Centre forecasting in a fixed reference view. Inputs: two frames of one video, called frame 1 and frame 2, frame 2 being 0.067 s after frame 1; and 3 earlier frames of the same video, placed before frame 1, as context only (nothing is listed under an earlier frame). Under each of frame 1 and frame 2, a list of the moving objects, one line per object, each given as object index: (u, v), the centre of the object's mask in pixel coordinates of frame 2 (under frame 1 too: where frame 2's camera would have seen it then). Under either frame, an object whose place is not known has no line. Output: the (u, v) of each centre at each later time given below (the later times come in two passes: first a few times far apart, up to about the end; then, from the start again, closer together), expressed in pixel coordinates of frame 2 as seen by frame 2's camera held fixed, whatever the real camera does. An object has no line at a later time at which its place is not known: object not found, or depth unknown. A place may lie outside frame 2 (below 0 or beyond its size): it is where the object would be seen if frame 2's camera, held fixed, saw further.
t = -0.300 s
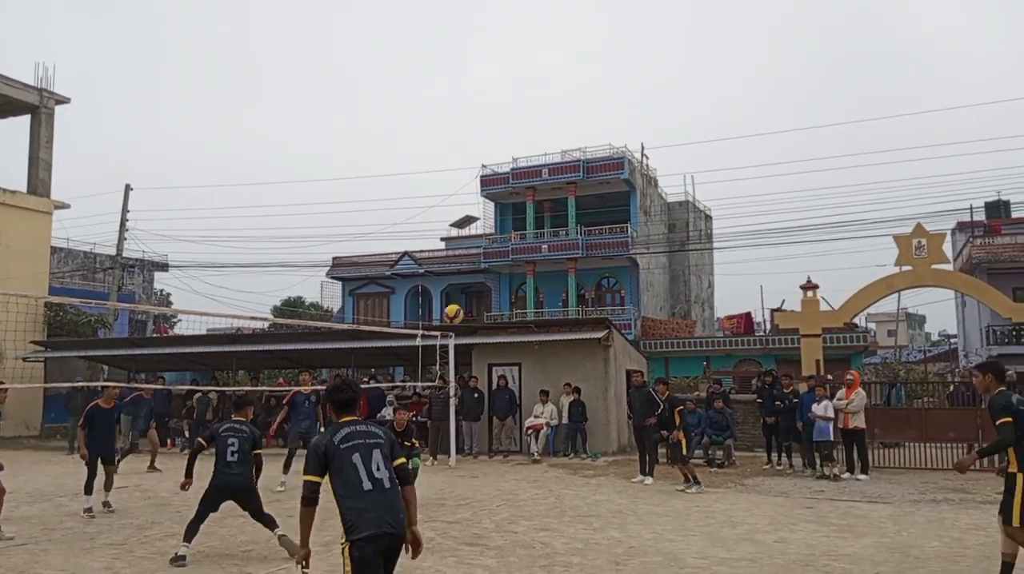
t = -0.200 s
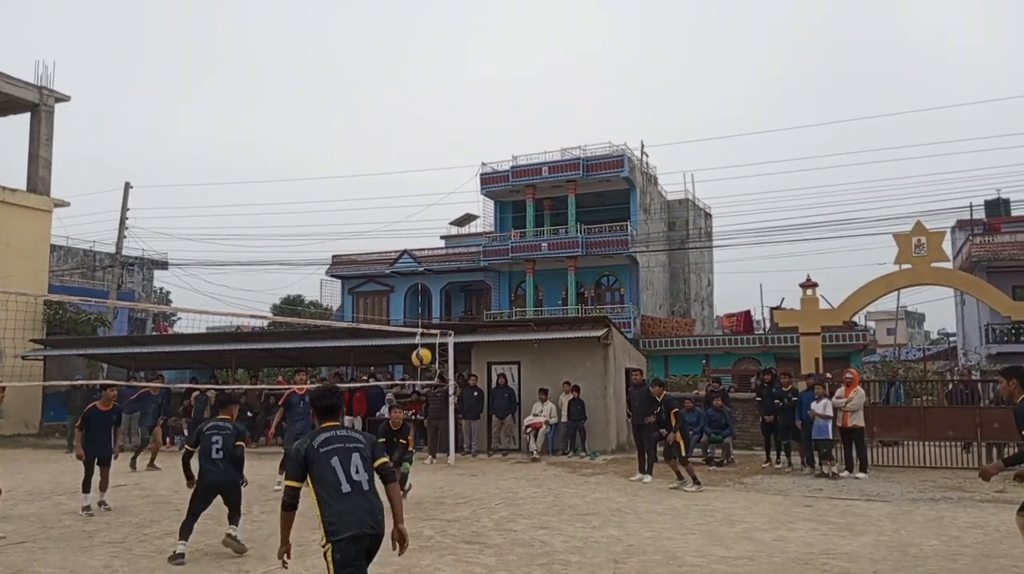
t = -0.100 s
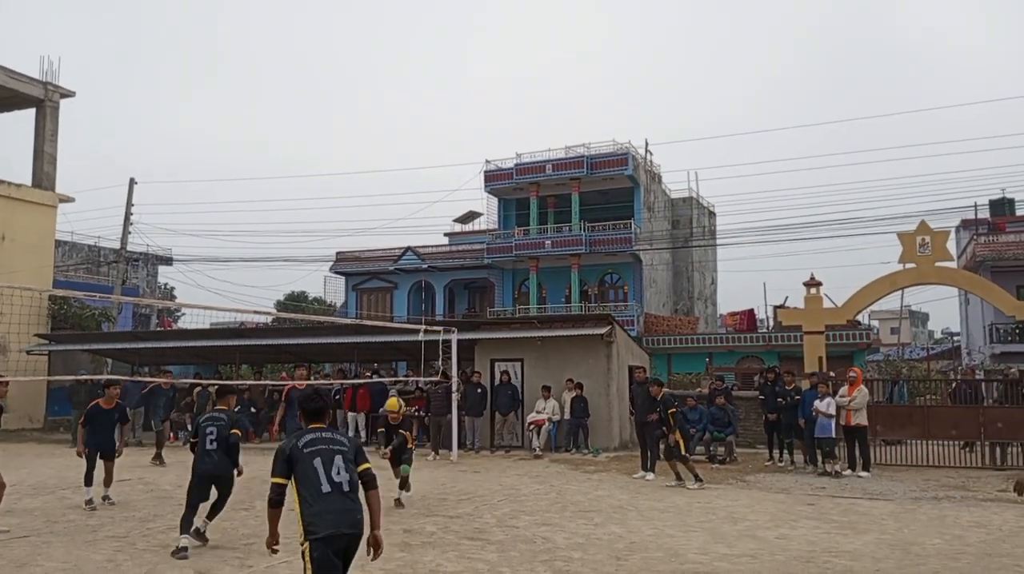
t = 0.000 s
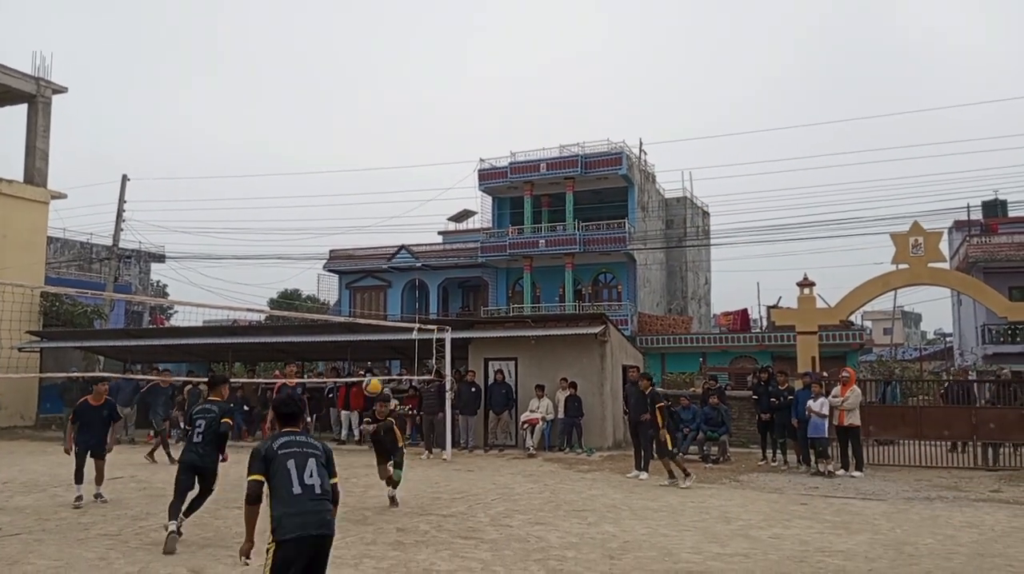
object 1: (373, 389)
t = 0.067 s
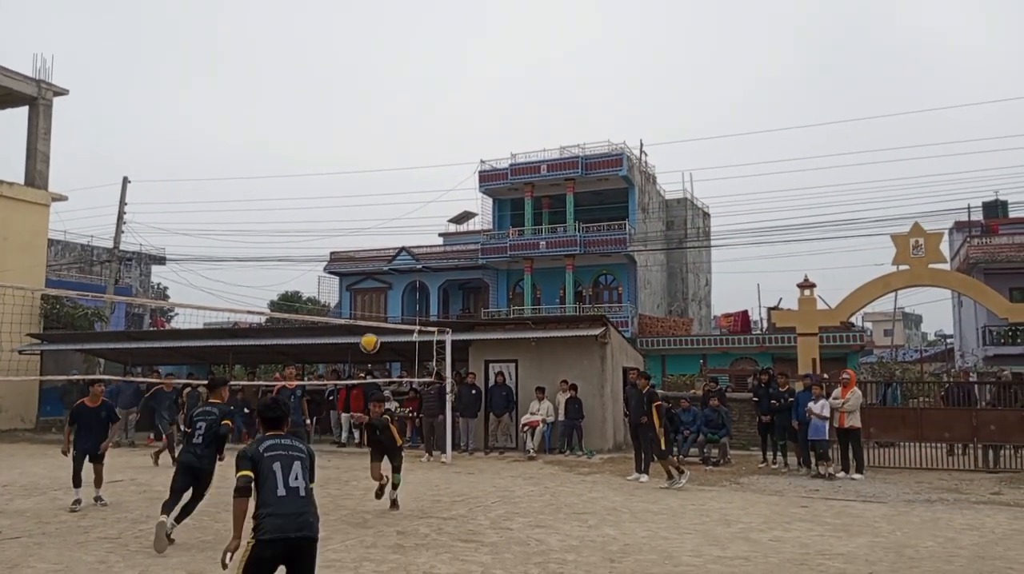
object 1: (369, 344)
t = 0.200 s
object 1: (362, 261)
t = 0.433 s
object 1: (346, 146)
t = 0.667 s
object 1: (327, 71)
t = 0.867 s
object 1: (304, 45)
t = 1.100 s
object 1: (276, 74)
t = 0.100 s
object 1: (368, 321)
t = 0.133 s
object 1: (365, 300)
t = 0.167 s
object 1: (364, 281)
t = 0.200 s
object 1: (362, 261)
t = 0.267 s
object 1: (358, 225)
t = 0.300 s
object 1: (356, 208)
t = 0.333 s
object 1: (355, 191)
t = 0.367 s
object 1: (353, 175)
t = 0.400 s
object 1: (350, 160)
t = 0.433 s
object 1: (346, 146)
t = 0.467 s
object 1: (343, 132)
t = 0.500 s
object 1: (341, 119)
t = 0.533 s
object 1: (337, 108)
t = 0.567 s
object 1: (335, 97)
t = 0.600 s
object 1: (332, 88)
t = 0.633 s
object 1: (330, 79)
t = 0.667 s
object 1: (327, 71)
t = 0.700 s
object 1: (324, 64)
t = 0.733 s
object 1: (320, 58)
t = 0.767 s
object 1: (317, 53)
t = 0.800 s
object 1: (313, 49)
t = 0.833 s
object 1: (309, 46)
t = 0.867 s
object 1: (304, 45)
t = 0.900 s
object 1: (301, 45)
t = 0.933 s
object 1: (298, 46)
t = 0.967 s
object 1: (294, 49)
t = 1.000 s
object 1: (291, 52)
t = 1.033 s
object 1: (287, 58)
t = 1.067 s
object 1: (282, 65)
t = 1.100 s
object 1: (276, 74)
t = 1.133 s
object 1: (270, 85)
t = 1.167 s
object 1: (266, 97)
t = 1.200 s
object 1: (262, 111)
